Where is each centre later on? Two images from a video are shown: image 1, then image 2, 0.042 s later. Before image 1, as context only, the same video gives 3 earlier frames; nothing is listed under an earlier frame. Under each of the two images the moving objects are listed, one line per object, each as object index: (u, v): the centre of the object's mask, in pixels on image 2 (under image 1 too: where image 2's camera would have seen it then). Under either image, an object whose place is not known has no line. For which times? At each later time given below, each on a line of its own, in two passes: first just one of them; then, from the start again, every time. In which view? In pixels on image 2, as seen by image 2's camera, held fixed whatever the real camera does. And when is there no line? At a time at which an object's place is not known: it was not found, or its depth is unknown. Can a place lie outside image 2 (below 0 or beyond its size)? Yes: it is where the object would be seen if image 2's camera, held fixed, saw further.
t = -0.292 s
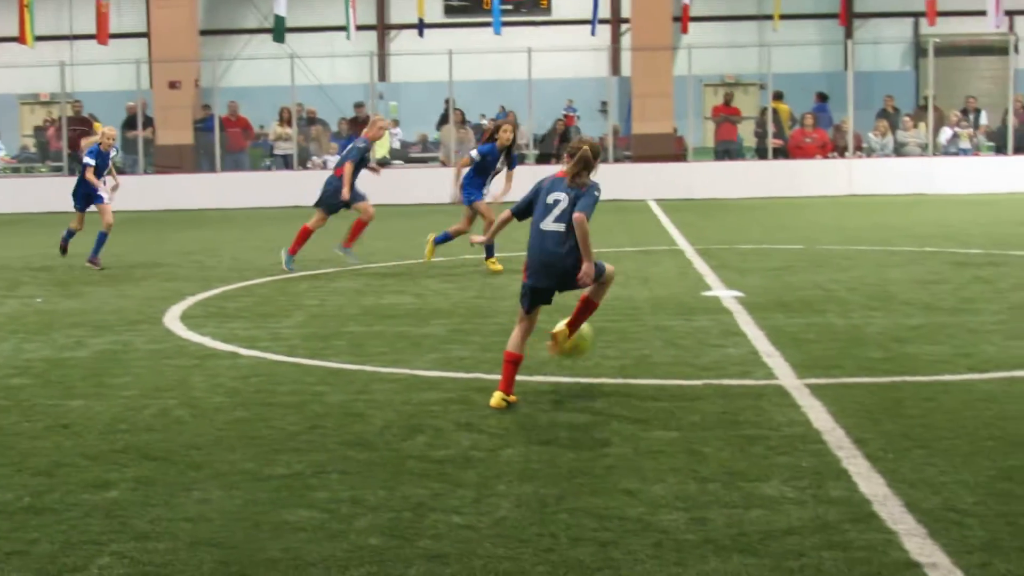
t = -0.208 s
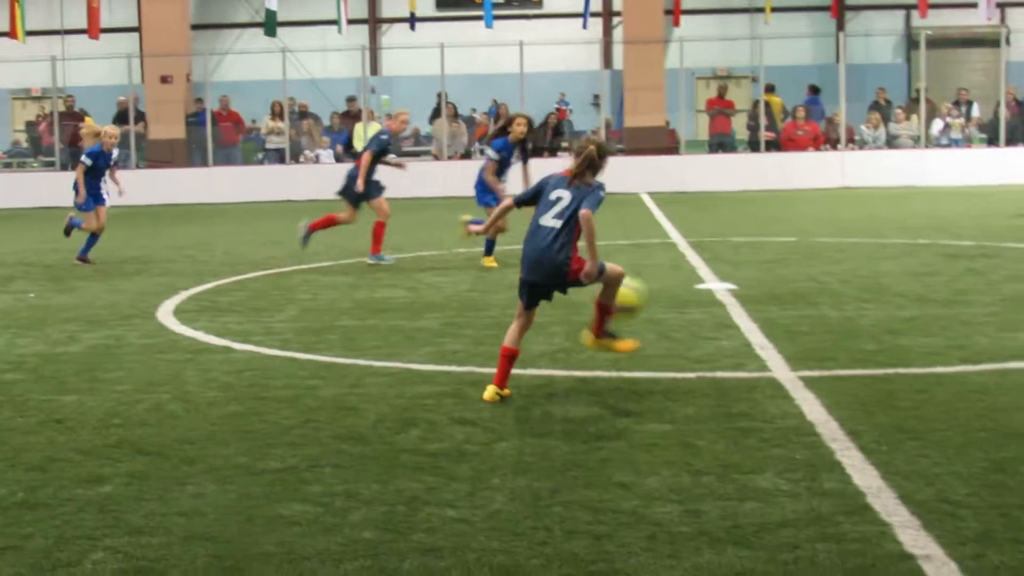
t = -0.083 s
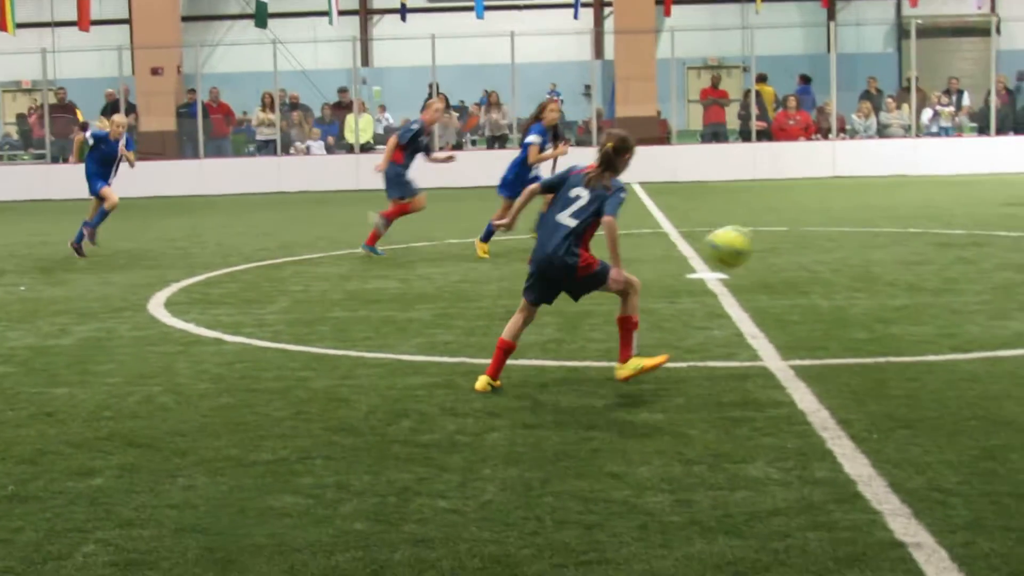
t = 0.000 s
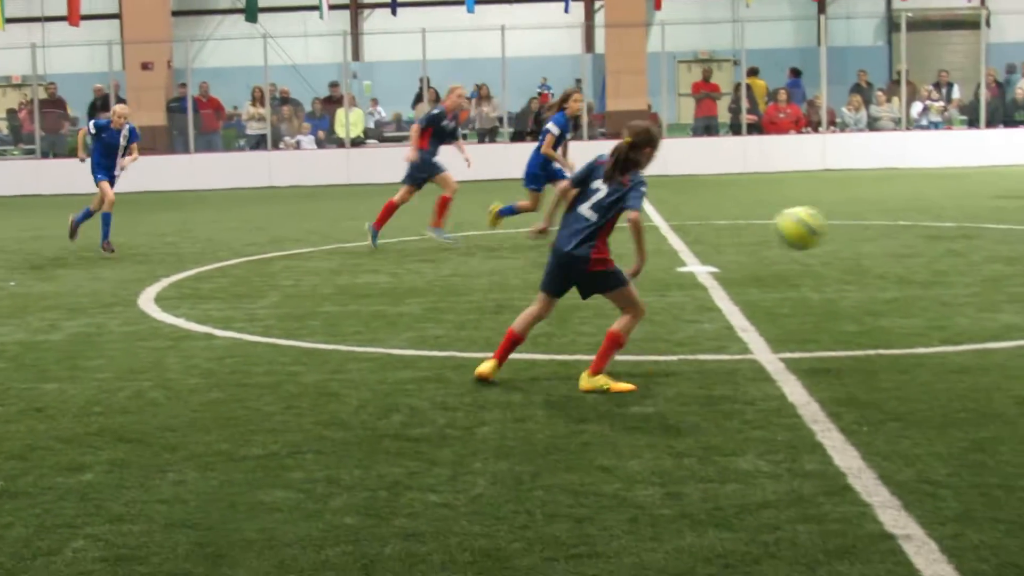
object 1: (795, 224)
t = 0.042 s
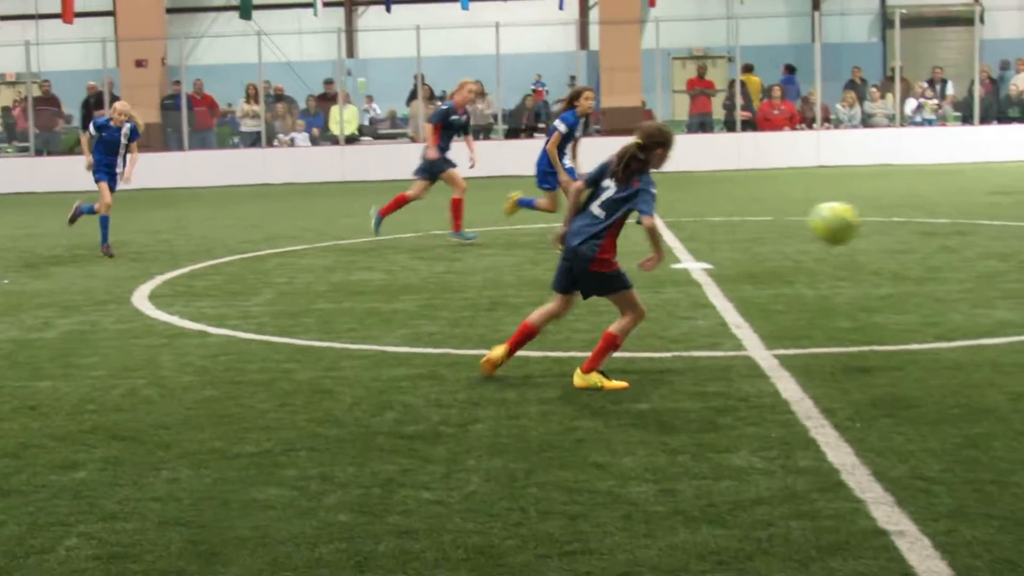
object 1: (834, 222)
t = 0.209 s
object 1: (1006, 253)
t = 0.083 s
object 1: (877, 225)
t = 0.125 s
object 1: (918, 230)
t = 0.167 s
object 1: (962, 240)
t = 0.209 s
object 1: (1006, 253)
